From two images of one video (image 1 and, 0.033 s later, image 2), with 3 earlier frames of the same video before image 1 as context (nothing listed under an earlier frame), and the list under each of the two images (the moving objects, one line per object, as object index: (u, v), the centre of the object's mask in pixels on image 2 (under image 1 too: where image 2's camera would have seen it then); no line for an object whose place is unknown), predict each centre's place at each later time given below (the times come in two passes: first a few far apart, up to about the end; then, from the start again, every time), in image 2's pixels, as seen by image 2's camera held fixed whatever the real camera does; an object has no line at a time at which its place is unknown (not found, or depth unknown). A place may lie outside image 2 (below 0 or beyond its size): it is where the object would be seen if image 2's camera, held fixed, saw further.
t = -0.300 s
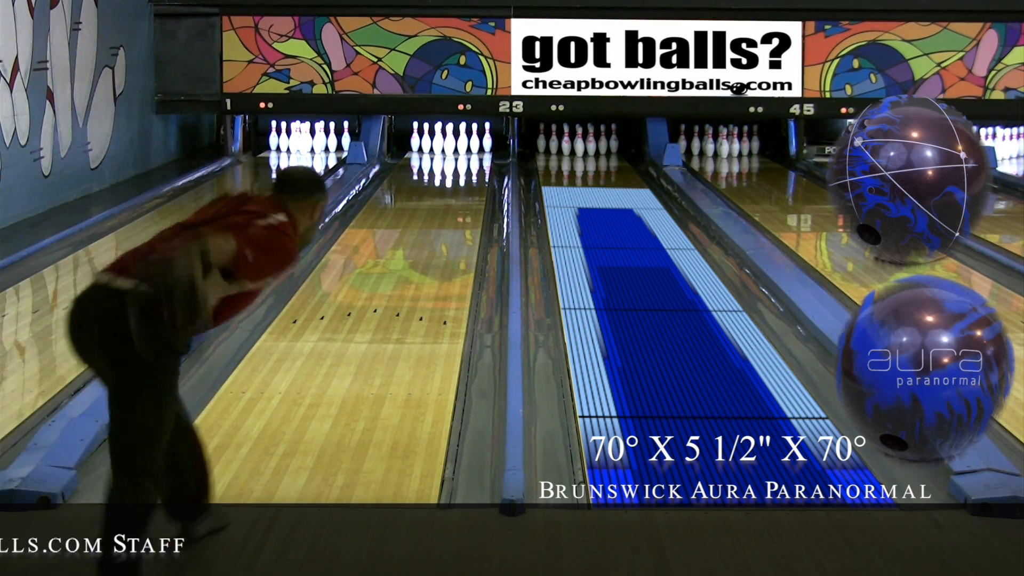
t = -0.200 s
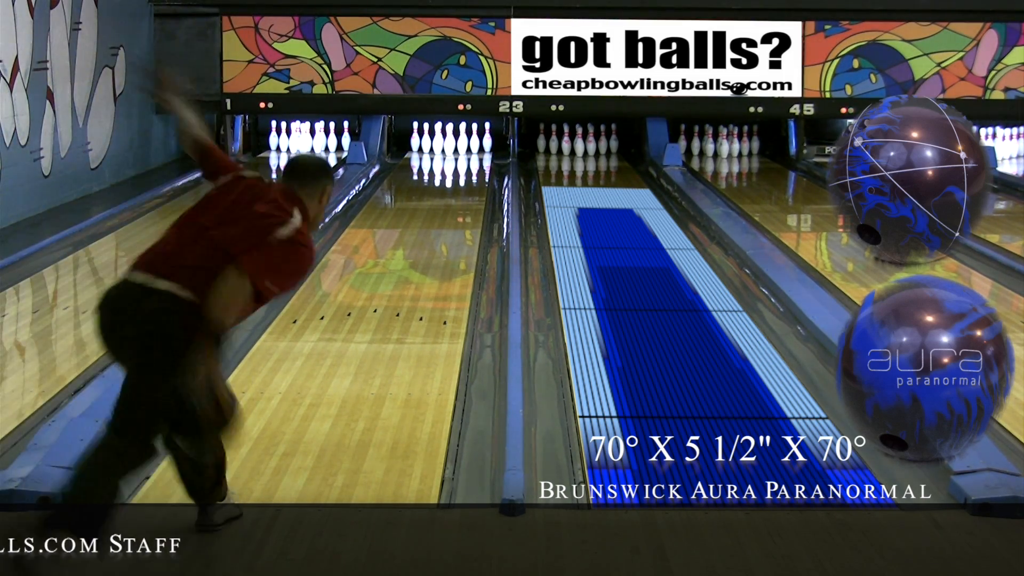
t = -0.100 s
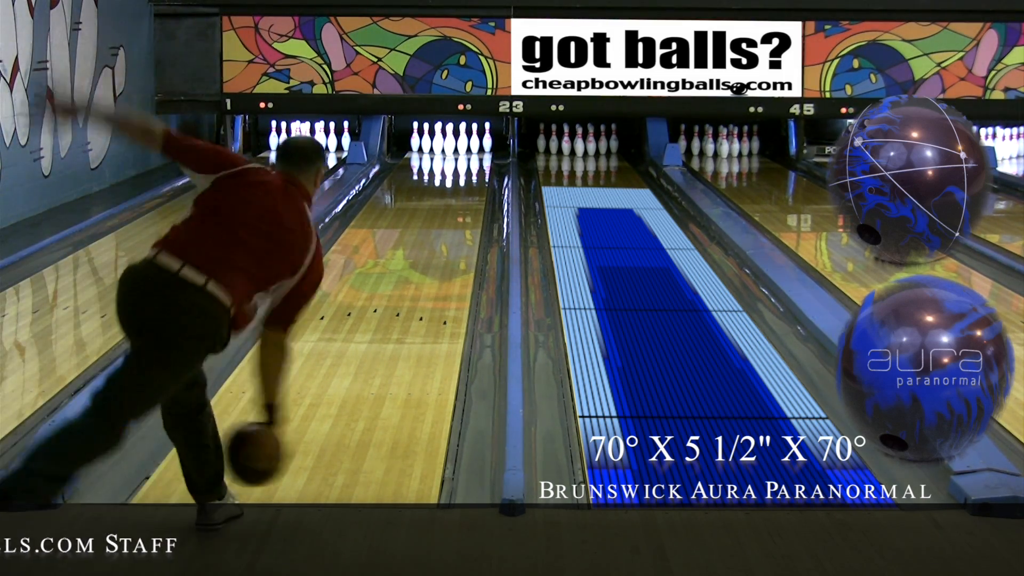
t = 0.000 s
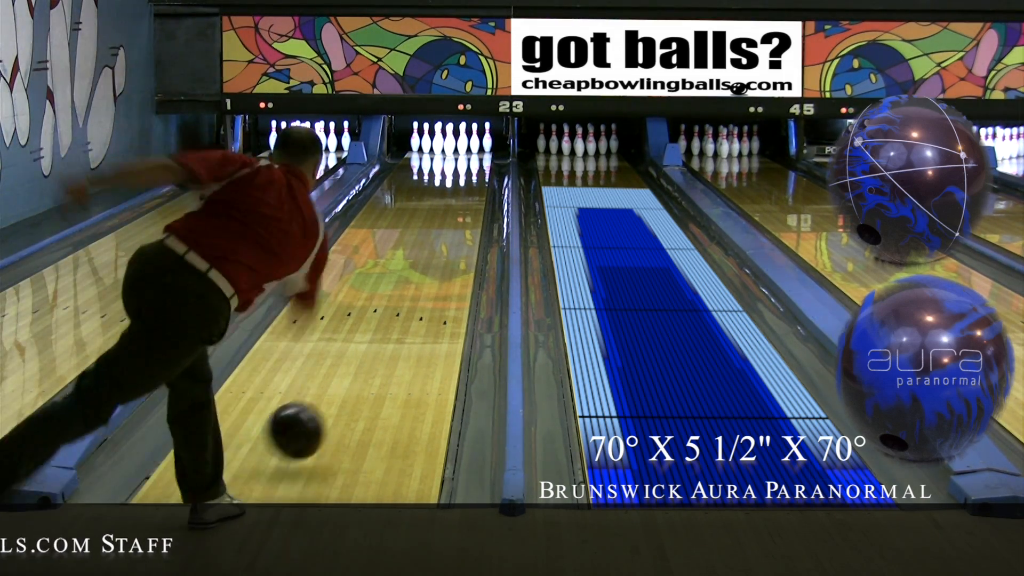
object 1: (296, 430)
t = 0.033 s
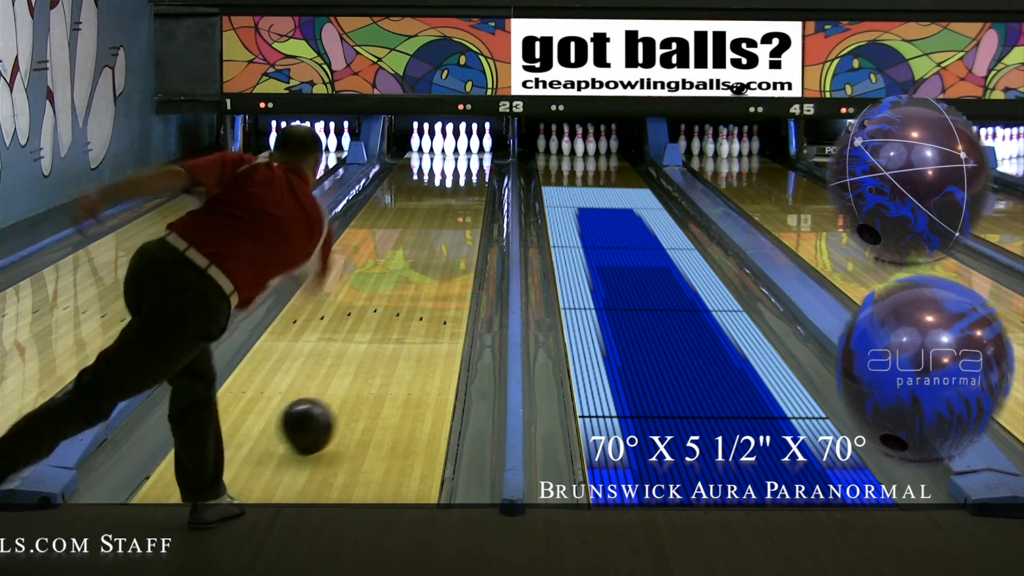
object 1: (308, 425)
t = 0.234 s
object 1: (360, 359)
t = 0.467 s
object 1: (402, 303)
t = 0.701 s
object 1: (431, 263)
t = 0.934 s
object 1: (452, 233)
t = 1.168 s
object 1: (467, 210)
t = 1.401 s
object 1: (475, 192)
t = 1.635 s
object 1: (479, 177)
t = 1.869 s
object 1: (477, 165)
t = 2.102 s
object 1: (469, 156)
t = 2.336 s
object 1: (457, 148)
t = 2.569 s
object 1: (456, 144)
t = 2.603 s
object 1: (457, 143)
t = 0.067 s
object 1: (319, 415)
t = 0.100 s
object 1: (328, 403)
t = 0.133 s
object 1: (336, 392)
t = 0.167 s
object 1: (345, 380)
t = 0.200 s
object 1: (353, 369)
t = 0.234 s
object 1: (360, 359)
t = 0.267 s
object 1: (367, 350)
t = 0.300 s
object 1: (374, 341)
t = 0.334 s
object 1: (381, 332)
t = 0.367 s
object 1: (386, 324)
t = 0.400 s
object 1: (392, 317)
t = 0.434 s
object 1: (397, 310)
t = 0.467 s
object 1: (402, 303)
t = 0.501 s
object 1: (407, 297)
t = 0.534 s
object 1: (411, 291)
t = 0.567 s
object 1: (415, 285)
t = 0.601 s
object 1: (420, 279)
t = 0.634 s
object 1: (424, 273)
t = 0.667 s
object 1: (428, 268)
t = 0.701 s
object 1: (431, 263)
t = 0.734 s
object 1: (434, 258)
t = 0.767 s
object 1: (437, 254)
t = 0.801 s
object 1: (441, 249)
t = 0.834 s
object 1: (444, 245)
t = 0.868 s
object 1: (447, 241)
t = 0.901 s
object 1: (449, 237)
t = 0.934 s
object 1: (452, 233)
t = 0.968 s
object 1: (454, 230)
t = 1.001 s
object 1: (457, 226)
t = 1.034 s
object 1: (459, 223)
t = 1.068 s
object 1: (461, 219)
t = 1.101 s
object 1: (463, 216)
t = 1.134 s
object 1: (465, 213)
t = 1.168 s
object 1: (467, 210)
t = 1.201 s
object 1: (468, 207)
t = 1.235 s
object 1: (469, 205)
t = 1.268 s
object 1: (470, 202)
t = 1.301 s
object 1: (472, 200)
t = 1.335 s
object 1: (473, 197)
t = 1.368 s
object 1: (474, 195)
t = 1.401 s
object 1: (475, 192)
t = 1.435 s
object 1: (476, 190)
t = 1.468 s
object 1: (476, 188)
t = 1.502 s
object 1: (477, 186)
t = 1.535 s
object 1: (478, 182)
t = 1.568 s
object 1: (478, 181)
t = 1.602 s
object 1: (479, 179)
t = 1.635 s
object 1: (479, 177)
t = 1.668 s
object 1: (479, 176)
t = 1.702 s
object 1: (479, 174)
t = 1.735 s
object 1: (479, 172)
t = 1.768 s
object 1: (478, 170)
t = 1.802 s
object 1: (478, 169)
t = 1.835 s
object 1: (477, 167)
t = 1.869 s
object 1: (477, 165)
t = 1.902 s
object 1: (476, 164)
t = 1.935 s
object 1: (475, 162)
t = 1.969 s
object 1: (474, 161)
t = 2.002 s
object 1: (473, 160)
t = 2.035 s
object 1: (472, 158)
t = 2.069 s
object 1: (471, 157)
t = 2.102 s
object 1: (469, 156)
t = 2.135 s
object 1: (467, 155)
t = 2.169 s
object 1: (465, 154)
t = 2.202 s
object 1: (463, 152)
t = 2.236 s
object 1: (461, 151)
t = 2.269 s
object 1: (460, 150)
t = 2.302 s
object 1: (458, 149)
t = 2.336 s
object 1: (457, 148)
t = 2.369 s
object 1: (457, 147)
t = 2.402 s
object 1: (457, 147)
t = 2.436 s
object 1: (456, 146)
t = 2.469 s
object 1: (456, 146)
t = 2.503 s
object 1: (456, 145)
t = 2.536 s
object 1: (456, 145)
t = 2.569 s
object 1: (456, 144)
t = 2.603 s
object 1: (457, 143)
